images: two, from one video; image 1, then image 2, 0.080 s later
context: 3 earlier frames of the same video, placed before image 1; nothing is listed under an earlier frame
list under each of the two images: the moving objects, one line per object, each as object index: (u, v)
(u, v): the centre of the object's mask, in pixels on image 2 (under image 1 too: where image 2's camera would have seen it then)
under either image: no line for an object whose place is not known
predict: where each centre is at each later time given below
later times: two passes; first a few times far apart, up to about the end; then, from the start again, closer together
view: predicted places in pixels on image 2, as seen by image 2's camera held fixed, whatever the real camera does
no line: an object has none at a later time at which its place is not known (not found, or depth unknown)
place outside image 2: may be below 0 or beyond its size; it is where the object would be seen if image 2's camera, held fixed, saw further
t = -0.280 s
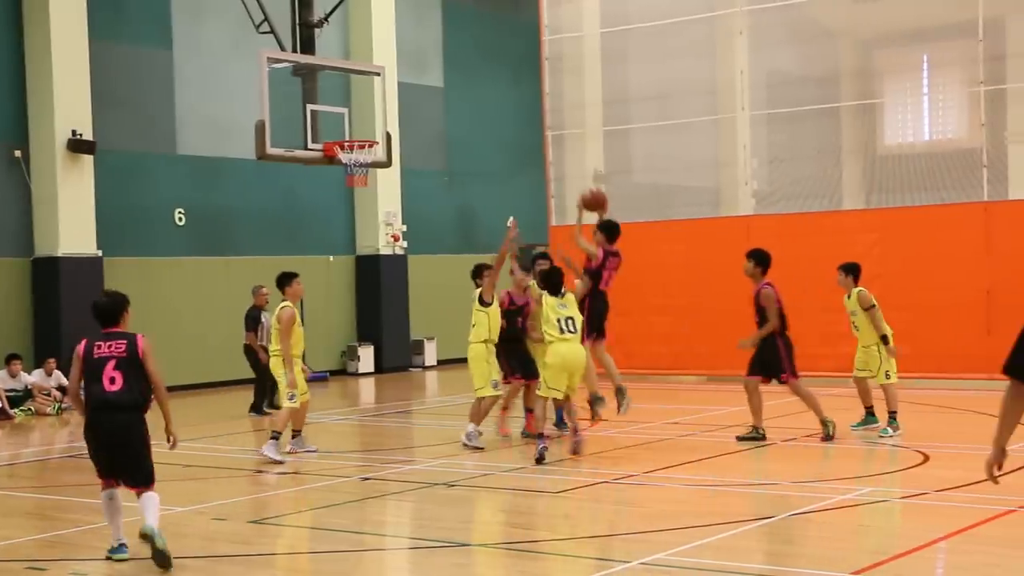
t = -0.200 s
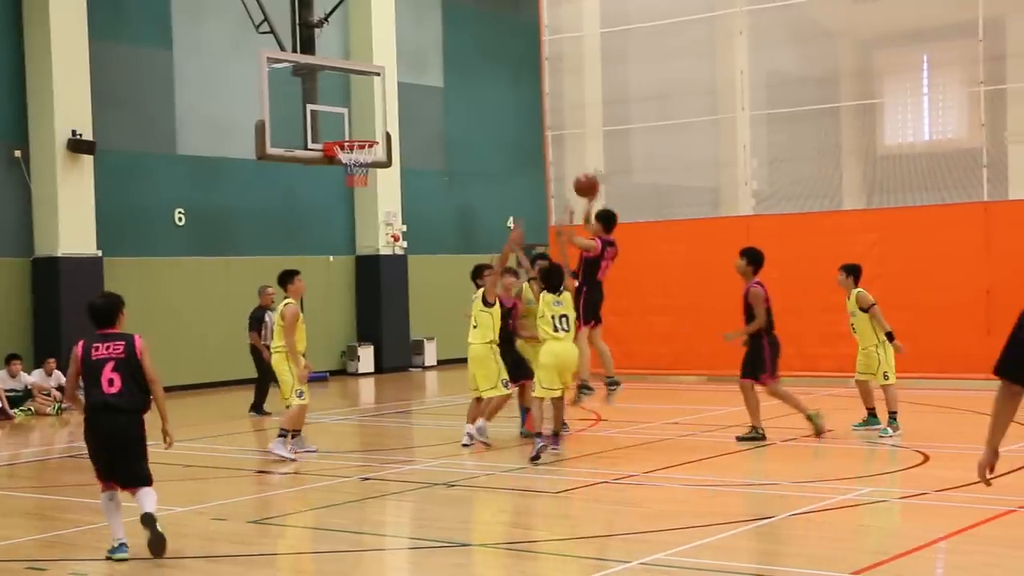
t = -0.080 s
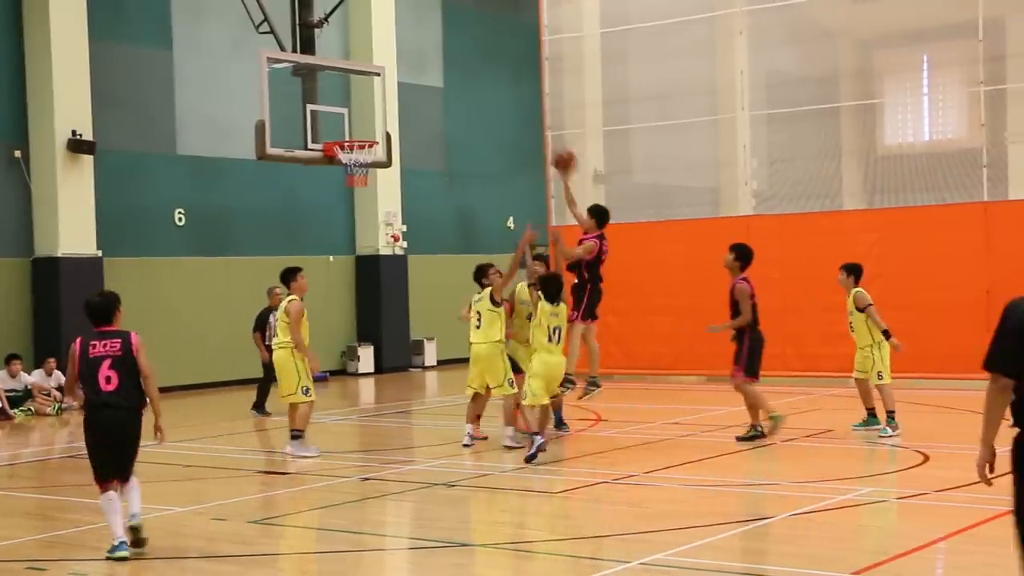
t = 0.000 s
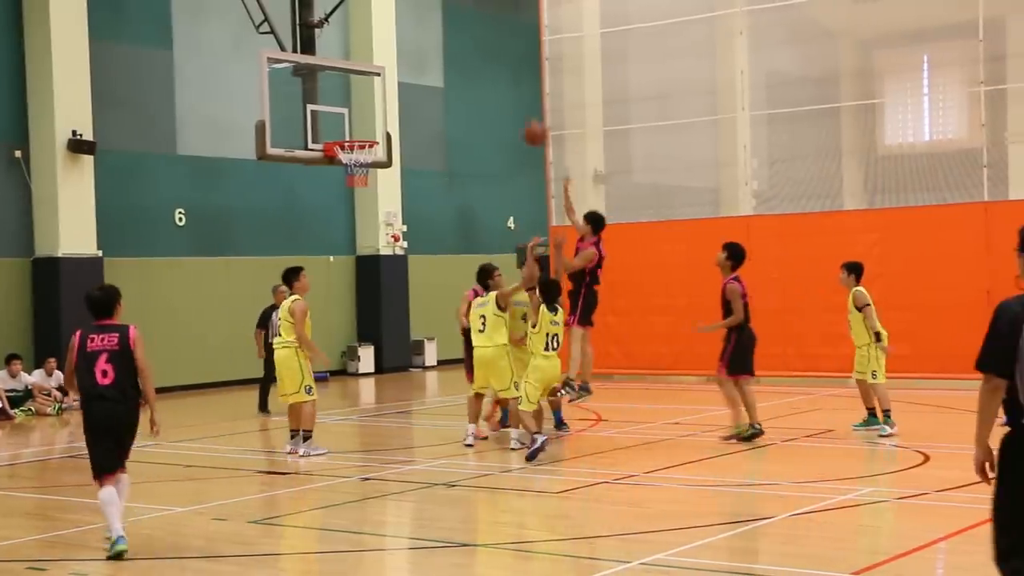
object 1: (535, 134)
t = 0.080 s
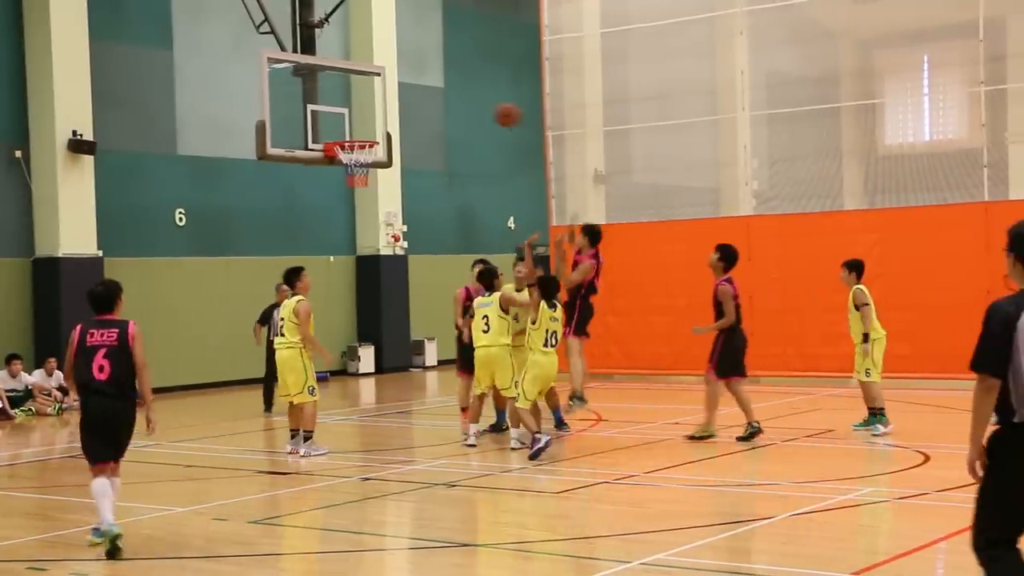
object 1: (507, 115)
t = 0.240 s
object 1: (454, 98)
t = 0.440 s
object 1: (394, 111)
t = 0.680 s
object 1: (357, 172)
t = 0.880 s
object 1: (371, 173)
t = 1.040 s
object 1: (383, 200)
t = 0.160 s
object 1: (481, 103)
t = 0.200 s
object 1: (468, 100)
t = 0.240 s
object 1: (454, 98)
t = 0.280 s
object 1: (441, 98)
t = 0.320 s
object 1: (428, 99)
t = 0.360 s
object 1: (416, 101)
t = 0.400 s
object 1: (405, 105)
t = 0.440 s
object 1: (394, 111)
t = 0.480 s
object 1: (379, 119)
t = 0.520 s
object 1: (368, 127)
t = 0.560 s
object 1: (358, 135)
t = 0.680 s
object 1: (357, 172)
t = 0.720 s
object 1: (358, 171)
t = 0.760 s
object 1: (363, 168)
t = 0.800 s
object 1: (365, 167)
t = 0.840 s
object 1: (368, 170)
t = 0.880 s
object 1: (371, 173)
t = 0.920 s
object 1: (374, 177)
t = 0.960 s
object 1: (377, 183)
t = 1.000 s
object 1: (380, 191)
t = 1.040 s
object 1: (383, 200)
